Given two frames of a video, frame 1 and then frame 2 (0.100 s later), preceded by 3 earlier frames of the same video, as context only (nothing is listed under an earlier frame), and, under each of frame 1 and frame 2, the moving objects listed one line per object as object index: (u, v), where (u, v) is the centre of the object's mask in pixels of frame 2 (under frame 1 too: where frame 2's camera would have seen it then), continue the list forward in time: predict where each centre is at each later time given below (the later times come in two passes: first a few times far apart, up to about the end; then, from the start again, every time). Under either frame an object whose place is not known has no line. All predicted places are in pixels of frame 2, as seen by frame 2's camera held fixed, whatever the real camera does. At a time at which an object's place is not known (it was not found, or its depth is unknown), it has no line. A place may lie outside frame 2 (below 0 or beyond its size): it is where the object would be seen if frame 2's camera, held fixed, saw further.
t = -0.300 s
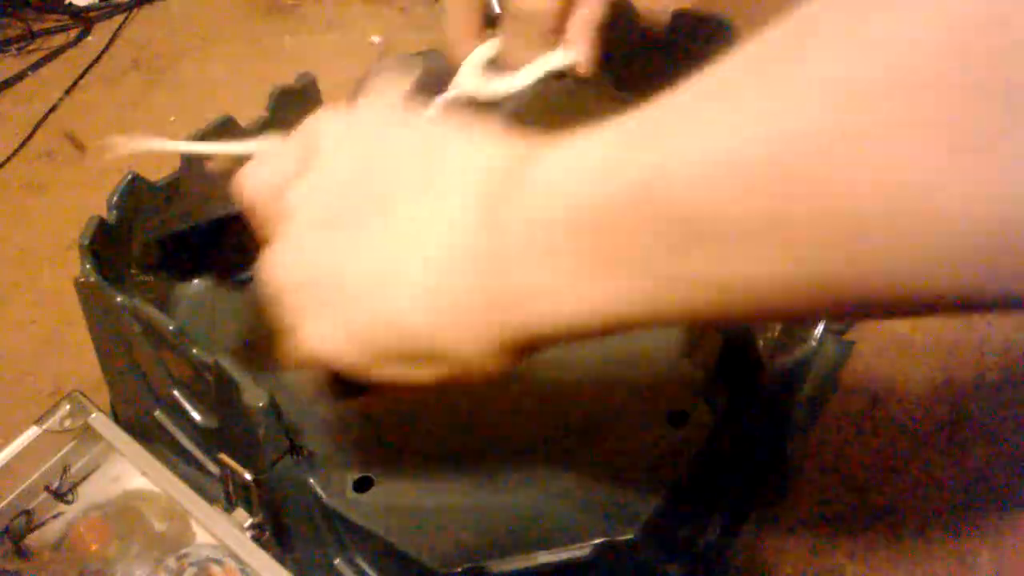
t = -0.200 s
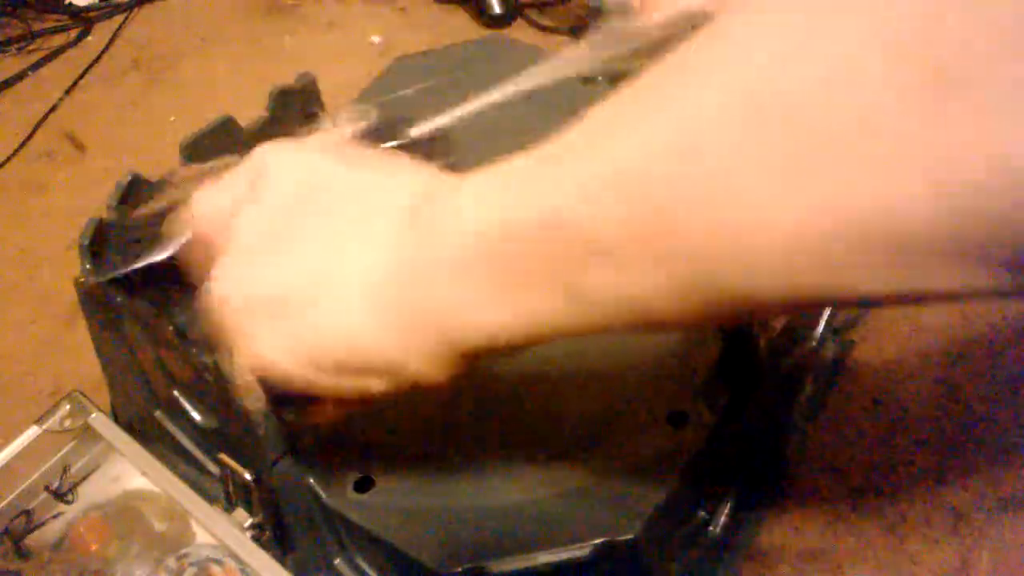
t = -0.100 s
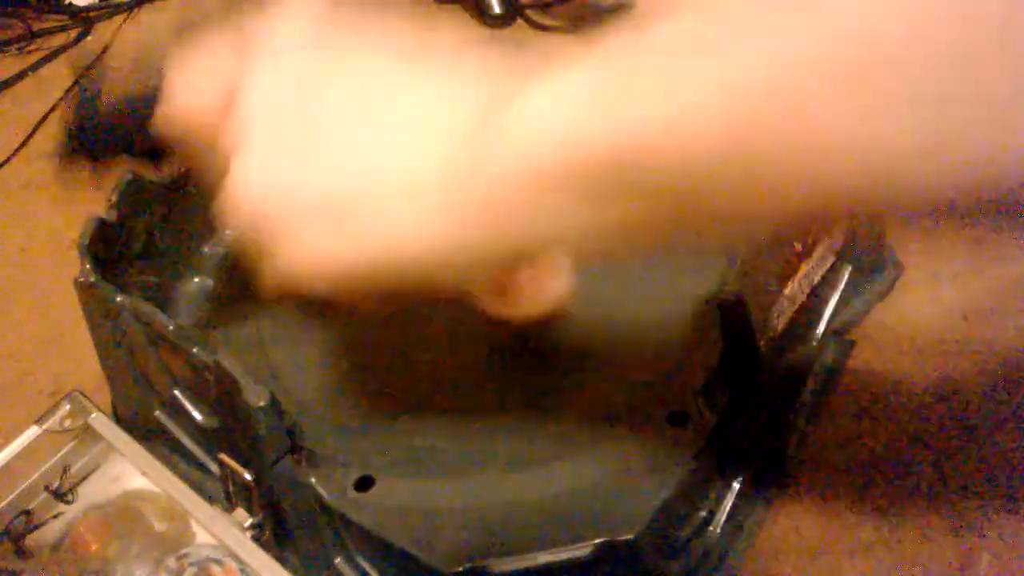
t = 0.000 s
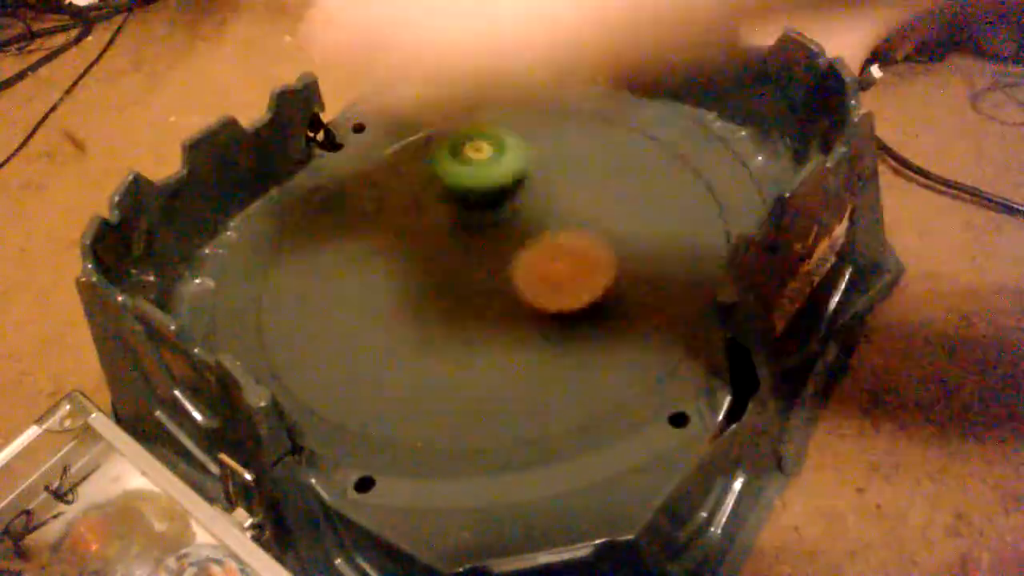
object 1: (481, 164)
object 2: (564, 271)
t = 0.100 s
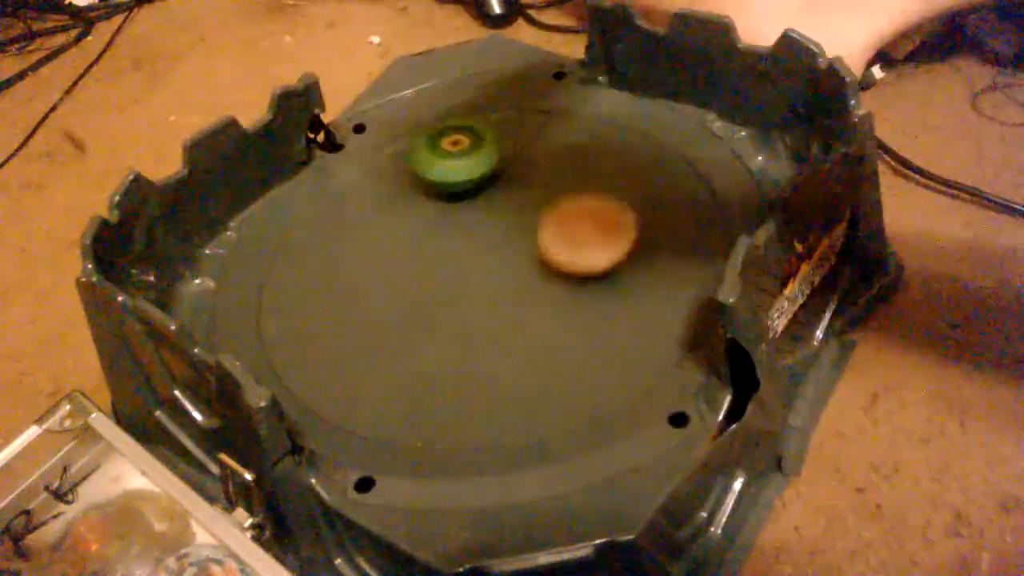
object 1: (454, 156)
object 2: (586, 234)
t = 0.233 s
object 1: (426, 159)
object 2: (579, 189)
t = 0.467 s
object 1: (384, 174)
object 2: (505, 163)
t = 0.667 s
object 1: (337, 198)
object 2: (505, 188)
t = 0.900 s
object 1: (344, 241)
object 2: (522, 211)
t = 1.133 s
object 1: (418, 257)
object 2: (531, 226)
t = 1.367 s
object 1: (450, 251)
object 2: (582, 230)
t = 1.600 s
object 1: (454, 224)
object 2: (563, 243)
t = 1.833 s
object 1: (409, 201)
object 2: (569, 257)
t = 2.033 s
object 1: (384, 198)
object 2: (529, 257)
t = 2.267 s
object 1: (386, 207)
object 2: (485, 244)
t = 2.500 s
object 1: (364, 189)
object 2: (519, 271)
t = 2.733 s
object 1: (365, 185)
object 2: (518, 251)
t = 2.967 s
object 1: (397, 191)
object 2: (481, 230)
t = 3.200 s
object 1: (370, 161)
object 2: (558, 273)
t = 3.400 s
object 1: (377, 166)
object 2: (562, 260)
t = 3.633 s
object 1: (413, 197)
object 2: (527, 245)
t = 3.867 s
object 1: (413, 211)
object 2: (537, 263)
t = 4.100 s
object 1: (431, 235)
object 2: (523, 266)
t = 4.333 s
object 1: (420, 227)
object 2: (562, 287)
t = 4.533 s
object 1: (420, 223)
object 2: (552, 280)
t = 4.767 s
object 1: (433, 220)
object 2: (513, 257)
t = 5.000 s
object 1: (431, 204)
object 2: (509, 243)
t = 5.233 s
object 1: (414, 186)
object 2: (501, 247)
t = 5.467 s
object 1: (409, 187)
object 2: (476, 236)
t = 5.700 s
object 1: (389, 161)
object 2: (519, 297)
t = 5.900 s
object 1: (390, 168)
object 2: (536, 300)
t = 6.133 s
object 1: (414, 198)
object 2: (519, 283)
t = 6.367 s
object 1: (412, 205)
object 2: (526, 278)
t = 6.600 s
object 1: (388, 183)
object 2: (533, 263)
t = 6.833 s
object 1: (384, 183)
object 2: (516, 226)
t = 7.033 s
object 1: (401, 198)
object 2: (497, 205)
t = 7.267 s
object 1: (415, 219)
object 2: (522, 206)
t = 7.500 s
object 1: (406, 244)
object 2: (550, 217)
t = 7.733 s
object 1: (390, 253)
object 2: (558, 235)
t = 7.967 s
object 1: (386, 241)
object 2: (520, 252)
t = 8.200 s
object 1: (398, 217)
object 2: (502, 251)
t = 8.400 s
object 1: (415, 203)
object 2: (494, 237)
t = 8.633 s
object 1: (423, 198)
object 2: (514, 254)
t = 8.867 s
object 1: (433, 221)
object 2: (515, 251)
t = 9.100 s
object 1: (412, 224)
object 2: (528, 254)
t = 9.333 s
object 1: (413, 218)
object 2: (509, 248)
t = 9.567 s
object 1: (437, 200)
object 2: (487, 254)
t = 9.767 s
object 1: (484, 194)
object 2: (489, 260)
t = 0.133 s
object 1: (448, 157)
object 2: (589, 219)
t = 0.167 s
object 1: (441, 156)
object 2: (588, 207)
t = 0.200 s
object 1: (433, 158)
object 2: (585, 198)
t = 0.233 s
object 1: (426, 159)
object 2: (579, 189)
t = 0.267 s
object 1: (419, 160)
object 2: (572, 179)
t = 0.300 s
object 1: (413, 161)
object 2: (563, 173)
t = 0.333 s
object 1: (407, 163)
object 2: (553, 168)
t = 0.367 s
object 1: (400, 165)
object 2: (542, 164)
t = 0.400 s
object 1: (394, 168)
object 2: (530, 163)
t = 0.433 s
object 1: (389, 171)
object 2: (517, 162)
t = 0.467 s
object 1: (384, 174)
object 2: (505, 163)
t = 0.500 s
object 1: (383, 176)
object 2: (493, 165)
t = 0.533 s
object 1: (380, 180)
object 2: (481, 168)
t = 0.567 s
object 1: (373, 184)
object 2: (477, 174)
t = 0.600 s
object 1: (357, 189)
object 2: (490, 178)
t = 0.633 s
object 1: (345, 193)
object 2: (498, 183)
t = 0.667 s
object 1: (337, 198)
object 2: (505, 188)
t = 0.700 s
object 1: (333, 204)
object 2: (509, 192)
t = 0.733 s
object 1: (331, 210)
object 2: (512, 196)
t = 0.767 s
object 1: (329, 216)
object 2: (515, 199)
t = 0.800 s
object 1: (331, 222)
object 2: (516, 203)
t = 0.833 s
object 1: (334, 230)
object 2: (518, 205)
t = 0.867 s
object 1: (338, 236)
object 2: (520, 209)
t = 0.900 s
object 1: (344, 241)
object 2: (522, 211)
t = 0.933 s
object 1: (351, 245)
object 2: (524, 214)
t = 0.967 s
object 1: (360, 249)
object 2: (525, 216)
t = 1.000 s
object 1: (369, 252)
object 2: (527, 218)
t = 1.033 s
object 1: (380, 255)
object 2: (528, 220)
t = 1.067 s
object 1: (392, 257)
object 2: (529, 222)
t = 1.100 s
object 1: (405, 258)
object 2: (530, 224)
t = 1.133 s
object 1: (418, 257)
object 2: (531, 226)
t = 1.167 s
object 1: (429, 256)
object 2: (533, 227)
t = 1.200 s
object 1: (430, 256)
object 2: (548, 226)
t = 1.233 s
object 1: (431, 256)
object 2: (562, 226)
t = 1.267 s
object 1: (435, 256)
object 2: (572, 226)
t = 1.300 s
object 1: (440, 253)
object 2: (578, 227)
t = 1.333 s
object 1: (445, 252)
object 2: (581, 228)
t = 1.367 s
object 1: (450, 251)
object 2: (582, 230)
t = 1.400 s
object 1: (454, 248)
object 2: (582, 231)
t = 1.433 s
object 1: (458, 244)
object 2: (579, 233)
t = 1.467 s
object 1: (460, 242)
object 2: (576, 234)
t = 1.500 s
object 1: (462, 237)
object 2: (571, 236)
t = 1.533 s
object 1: (462, 234)
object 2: (565, 238)
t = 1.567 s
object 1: (462, 230)
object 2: (560, 239)
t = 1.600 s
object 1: (454, 224)
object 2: (563, 243)
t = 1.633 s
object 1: (445, 219)
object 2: (571, 247)
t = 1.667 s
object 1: (437, 214)
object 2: (575, 250)
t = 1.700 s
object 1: (431, 210)
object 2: (578, 252)
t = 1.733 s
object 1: (425, 207)
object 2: (578, 254)
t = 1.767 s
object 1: (419, 205)
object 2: (576, 255)
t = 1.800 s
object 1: (414, 203)
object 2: (574, 256)
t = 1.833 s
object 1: (409, 201)
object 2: (569, 257)
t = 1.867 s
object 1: (404, 199)
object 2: (564, 257)
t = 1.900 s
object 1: (400, 199)
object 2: (558, 257)
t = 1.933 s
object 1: (395, 198)
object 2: (551, 258)
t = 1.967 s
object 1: (391, 198)
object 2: (544, 257)
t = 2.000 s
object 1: (388, 197)
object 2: (536, 257)
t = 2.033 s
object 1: (384, 198)
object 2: (529, 257)
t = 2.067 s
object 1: (383, 198)
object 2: (521, 256)
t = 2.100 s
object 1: (382, 199)
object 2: (514, 255)
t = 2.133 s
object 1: (381, 200)
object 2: (507, 253)
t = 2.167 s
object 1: (381, 201)
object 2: (500, 254)
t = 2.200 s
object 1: (382, 203)
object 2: (495, 252)
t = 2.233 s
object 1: (383, 205)
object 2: (490, 249)
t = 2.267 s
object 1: (386, 207)
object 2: (485, 244)
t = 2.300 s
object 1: (389, 210)
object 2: (478, 243)
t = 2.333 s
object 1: (391, 209)
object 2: (474, 246)
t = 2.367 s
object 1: (382, 202)
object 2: (488, 255)
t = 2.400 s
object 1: (376, 197)
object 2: (500, 261)
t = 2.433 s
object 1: (370, 193)
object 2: (510, 267)
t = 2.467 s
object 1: (367, 191)
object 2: (516, 270)
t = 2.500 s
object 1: (364, 189)
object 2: (519, 271)
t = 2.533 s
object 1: (362, 188)
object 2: (521, 271)
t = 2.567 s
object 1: (361, 186)
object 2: (522, 270)
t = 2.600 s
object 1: (360, 186)
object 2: (523, 268)
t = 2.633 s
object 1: (361, 185)
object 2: (523, 265)
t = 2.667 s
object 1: (361, 185)
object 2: (522, 261)
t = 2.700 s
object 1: (363, 185)
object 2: (521, 256)
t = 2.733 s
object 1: (365, 185)
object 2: (518, 251)
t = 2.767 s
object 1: (368, 185)
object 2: (515, 246)
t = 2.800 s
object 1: (371, 185)
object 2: (510, 241)
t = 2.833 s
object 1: (376, 188)
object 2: (504, 237)
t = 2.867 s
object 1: (382, 189)
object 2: (496, 234)
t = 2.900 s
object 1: (388, 190)
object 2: (489, 231)
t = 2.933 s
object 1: (395, 192)
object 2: (481, 228)
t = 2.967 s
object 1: (397, 191)
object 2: (481, 230)
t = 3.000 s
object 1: (388, 181)
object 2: (497, 245)
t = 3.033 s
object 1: (381, 174)
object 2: (513, 257)
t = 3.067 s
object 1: (376, 169)
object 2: (526, 265)
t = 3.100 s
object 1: (374, 165)
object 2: (538, 271)
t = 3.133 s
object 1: (373, 163)
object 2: (546, 273)
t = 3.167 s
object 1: (371, 162)
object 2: (554, 273)
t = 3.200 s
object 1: (370, 161)
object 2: (558, 273)
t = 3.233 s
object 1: (371, 161)
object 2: (562, 272)
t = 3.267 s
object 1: (371, 161)
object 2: (564, 270)
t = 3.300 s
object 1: (372, 162)
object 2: (564, 268)
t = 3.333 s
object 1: (373, 163)
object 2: (564, 265)
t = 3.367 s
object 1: (376, 164)
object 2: (564, 262)
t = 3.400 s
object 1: (377, 166)
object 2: (562, 260)
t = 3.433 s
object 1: (380, 169)
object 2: (559, 257)
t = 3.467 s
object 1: (386, 174)
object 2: (554, 255)
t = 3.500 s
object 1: (388, 177)
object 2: (551, 253)
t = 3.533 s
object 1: (395, 182)
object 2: (545, 251)
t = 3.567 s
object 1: (399, 186)
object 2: (540, 249)
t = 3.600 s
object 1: (406, 191)
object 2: (534, 247)
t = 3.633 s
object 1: (413, 197)
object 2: (527, 245)
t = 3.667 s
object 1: (419, 203)
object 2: (520, 243)
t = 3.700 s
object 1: (426, 209)
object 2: (512, 241)
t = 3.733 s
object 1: (424, 209)
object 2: (516, 246)
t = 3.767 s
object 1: (418, 206)
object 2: (526, 253)
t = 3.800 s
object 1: (414, 207)
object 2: (532, 258)
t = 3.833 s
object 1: (413, 209)
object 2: (535, 262)
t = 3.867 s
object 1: (413, 211)
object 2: (537, 263)
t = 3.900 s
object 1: (413, 216)
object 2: (537, 265)
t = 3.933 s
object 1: (415, 219)
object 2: (536, 268)
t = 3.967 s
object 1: (417, 222)
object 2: (534, 269)
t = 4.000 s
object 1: (419, 227)
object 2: (532, 269)
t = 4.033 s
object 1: (423, 230)
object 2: (529, 268)
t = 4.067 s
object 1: (427, 232)
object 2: (525, 268)
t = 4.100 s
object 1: (431, 235)
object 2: (523, 266)
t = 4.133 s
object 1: (432, 235)
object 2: (526, 269)
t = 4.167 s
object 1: (428, 232)
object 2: (539, 276)
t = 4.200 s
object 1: (424, 231)
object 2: (549, 280)
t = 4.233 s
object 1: (423, 229)
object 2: (555, 284)
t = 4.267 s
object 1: (421, 228)
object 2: (560, 285)
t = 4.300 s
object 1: (420, 227)
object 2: (561, 287)
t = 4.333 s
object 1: (420, 227)
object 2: (562, 287)
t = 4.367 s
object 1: (420, 226)
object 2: (563, 287)
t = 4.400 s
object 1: (419, 225)
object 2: (561, 286)
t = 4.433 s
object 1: (419, 225)
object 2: (561, 285)
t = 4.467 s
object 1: (419, 224)
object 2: (559, 284)
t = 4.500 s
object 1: (420, 224)
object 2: (556, 282)
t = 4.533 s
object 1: (420, 223)
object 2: (552, 280)
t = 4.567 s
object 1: (422, 222)
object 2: (547, 278)
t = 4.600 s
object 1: (423, 222)
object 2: (541, 275)
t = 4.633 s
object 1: (426, 221)
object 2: (536, 272)
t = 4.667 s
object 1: (428, 221)
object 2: (530, 269)
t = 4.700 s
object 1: (431, 220)
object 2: (524, 265)
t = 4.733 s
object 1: (432, 219)
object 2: (517, 261)
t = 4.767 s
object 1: (433, 220)
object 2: (513, 257)
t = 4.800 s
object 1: (433, 217)
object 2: (513, 256)
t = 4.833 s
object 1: (433, 214)
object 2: (518, 255)
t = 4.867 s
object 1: (432, 210)
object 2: (520, 255)
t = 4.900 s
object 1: (432, 209)
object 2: (520, 252)
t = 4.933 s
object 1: (432, 207)
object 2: (518, 249)
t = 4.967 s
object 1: (431, 205)
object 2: (514, 247)
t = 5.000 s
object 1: (431, 204)
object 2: (509, 243)
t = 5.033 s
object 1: (430, 202)
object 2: (503, 242)
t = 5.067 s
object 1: (428, 197)
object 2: (501, 246)
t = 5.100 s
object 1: (424, 193)
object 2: (501, 250)
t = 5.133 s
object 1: (421, 190)
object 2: (501, 251)
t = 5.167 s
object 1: (419, 188)
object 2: (501, 251)
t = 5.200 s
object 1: (417, 186)
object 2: (502, 249)
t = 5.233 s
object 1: (414, 186)
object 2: (501, 247)
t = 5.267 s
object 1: (413, 185)
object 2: (500, 245)
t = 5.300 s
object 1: (412, 185)
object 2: (497, 242)
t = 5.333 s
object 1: (411, 185)
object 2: (493, 241)
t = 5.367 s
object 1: (410, 185)
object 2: (489, 240)
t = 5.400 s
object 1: (409, 186)
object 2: (484, 238)
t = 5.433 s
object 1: (409, 186)
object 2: (481, 237)
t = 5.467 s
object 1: (409, 187)
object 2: (476, 236)
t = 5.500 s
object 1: (409, 186)
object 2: (477, 243)
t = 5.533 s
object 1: (402, 178)
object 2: (485, 258)
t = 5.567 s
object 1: (397, 171)
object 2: (493, 271)
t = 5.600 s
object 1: (395, 167)
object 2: (501, 281)
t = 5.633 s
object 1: (393, 164)
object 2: (508, 289)
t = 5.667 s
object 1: (391, 163)
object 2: (514, 293)
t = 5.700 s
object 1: (389, 161)
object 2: (519, 297)
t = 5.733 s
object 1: (388, 161)
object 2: (523, 299)
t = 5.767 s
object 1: (388, 161)
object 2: (527, 300)
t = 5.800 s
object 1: (388, 161)
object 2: (530, 301)
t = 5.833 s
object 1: (388, 162)
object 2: (533, 301)
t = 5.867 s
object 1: (389, 164)
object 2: (535, 300)
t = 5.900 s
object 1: (390, 168)
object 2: (536, 300)
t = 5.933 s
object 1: (392, 170)
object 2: (535, 299)
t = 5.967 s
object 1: (394, 174)
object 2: (535, 297)
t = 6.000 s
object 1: (398, 179)
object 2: (533, 295)
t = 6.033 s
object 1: (402, 183)
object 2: (530, 292)
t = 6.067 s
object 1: (405, 187)
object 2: (527, 290)
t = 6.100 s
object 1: (410, 193)
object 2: (523, 287)
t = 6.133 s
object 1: (414, 198)
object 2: (519, 283)
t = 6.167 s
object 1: (417, 203)
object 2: (515, 279)
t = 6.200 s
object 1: (420, 209)
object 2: (511, 275)
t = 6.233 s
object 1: (425, 214)
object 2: (508, 271)
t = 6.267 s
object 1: (427, 219)
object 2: (504, 265)
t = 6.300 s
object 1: (427, 221)
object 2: (506, 265)
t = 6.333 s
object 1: (419, 212)
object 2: (517, 273)
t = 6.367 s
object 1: (412, 205)
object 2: (526, 278)
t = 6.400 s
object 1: (405, 198)
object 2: (532, 281)
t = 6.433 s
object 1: (401, 192)
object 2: (534, 281)
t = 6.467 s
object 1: (398, 188)
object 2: (534, 280)
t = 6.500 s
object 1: (396, 186)
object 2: (534, 277)
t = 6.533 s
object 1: (393, 185)
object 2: (534, 273)
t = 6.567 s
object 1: (390, 184)
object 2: (533, 268)
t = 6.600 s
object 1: (388, 183)
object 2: (533, 263)
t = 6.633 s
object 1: (386, 182)
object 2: (533, 258)
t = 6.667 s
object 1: (384, 182)
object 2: (531, 252)
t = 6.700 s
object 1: (383, 181)
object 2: (529, 246)
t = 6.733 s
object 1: (382, 181)
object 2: (526, 241)
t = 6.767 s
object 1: (382, 181)
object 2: (523, 235)
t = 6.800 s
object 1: (383, 182)
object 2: (520, 230)
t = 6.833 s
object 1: (384, 183)
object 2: (516, 226)
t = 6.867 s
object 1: (386, 184)
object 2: (512, 221)
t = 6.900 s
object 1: (389, 186)
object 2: (508, 217)
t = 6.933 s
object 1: (393, 189)
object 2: (505, 213)
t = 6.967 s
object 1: (397, 192)
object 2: (501, 210)
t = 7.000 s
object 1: (400, 196)
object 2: (498, 206)
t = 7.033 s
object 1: (401, 198)
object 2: (497, 205)
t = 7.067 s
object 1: (400, 198)
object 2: (506, 205)
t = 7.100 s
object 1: (401, 201)
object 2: (511, 206)
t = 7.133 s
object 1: (403, 204)
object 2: (515, 205)
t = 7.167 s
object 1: (406, 209)
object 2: (517, 205)
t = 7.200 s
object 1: (409, 211)
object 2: (519, 205)
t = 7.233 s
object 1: (412, 215)
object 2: (521, 206)
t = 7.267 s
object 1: (415, 219)
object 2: (522, 206)
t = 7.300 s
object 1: (418, 223)
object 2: (523, 207)
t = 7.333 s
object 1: (420, 228)
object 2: (523, 208)
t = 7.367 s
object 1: (424, 231)
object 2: (523, 210)
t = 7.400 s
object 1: (425, 235)
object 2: (522, 212)
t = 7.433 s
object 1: (424, 238)
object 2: (526, 214)
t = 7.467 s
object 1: (412, 242)
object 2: (540, 215)
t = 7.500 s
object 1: (406, 244)
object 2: (550, 217)
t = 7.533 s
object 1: (402, 247)
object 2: (556, 219)
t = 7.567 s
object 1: (400, 249)
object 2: (560, 222)
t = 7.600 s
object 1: (398, 250)
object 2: (561, 224)
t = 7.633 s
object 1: (396, 251)
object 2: (562, 227)
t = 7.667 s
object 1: (395, 252)
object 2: (561, 230)
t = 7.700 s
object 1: (391, 252)
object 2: (560, 233)
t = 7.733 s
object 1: (390, 253)
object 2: (558, 235)
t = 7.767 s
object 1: (387, 253)
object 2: (555, 239)
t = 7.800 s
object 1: (386, 252)
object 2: (551, 242)
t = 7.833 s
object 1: (384, 250)
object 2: (546, 244)
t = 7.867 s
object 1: (383, 248)
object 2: (541, 247)
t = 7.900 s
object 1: (383, 246)
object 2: (535, 249)
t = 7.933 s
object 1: (384, 245)
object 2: (528, 251)
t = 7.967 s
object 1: (386, 241)
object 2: (520, 252)
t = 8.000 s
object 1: (388, 240)
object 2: (514, 252)
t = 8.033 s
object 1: (391, 236)
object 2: (507, 252)
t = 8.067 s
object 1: (394, 234)
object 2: (499, 254)
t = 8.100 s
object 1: (398, 231)
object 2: (494, 252)
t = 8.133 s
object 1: (399, 227)
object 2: (494, 252)
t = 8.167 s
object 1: (397, 221)
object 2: (500, 252)
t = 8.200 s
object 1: (398, 217)
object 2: (502, 251)
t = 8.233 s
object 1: (401, 213)
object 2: (502, 250)
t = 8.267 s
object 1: (403, 211)
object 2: (502, 247)
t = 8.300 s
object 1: (407, 210)
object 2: (501, 242)
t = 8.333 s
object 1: (409, 208)
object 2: (498, 240)
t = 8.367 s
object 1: (412, 206)
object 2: (496, 238)
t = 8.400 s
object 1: (415, 203)
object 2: (494, 237)
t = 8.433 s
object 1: (415, 203)
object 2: (495, 238)
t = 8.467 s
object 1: (417, 202)
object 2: (496, 239)
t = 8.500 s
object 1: (420, 201)
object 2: (496, 239)
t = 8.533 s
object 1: (420, 200)
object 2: (501, 245)
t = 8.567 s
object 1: (421, 197)
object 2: (509, 249)
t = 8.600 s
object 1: (421, 198)
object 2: (513, 253)
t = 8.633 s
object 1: (423, 198)
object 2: (514, 254)
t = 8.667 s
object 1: (426, 202)
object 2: (516, 254)
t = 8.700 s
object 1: (429, 204)
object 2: (517, 254)
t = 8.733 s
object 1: (431, 209)
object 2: (518, 254)
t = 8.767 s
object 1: (431, 211)
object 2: (518, 253)
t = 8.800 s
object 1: (433, 214)
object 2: (518, 252)
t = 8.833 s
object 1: (432, 218)
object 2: (516, 252)
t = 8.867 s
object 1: (433, 221)
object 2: (515, 251)
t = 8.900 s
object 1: (431, 225)
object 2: (513, 252)
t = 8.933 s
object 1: (431, 226)
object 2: (511, 252)
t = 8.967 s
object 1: (429, 228)
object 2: (511, 251)
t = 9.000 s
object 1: (428, 229)
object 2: (510, 250)
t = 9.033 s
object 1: (422, 229)
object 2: (517, 252)
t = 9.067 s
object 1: (414, 225)
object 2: (526, 253)
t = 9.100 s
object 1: (412, 224)
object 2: (528, 254)
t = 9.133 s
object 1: (411, 222)
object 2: (526, 256)
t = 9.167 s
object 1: (412, 221)
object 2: (525, 254)
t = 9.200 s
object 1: (413, 220)
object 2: (523, 253)
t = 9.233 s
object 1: (413, 219)
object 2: (521, 252)
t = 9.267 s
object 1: (413, 218)
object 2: (517, 250)
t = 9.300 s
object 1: (415, 217)
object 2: (513, 248)
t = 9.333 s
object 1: (413, 218)
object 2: (509, 248)
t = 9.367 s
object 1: (414, 217)
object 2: (506, 243)
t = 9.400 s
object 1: (415, 217)
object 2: (501, 243)
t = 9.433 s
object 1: (415, 217)
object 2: (495, 245)
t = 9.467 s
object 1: (419, 209)
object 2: (492, 249)
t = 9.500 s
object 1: (425, 206)
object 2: (490, 253)
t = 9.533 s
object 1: (432, 202)
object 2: (487, 255)
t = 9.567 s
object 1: (437, 200)
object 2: (487, 254)
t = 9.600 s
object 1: (443, 199)
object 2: (489, 254)
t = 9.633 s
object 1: (447, 198)
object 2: (489, 254)
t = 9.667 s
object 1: (453, 196)
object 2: (490, 256)
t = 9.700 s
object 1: (462, 195)
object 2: (490, 258)
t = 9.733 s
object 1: (471, 196)
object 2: (489, 260)
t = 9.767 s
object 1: (484, 194)
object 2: (489, 260)
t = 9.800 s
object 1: (503, 194)
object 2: (481, 268)
